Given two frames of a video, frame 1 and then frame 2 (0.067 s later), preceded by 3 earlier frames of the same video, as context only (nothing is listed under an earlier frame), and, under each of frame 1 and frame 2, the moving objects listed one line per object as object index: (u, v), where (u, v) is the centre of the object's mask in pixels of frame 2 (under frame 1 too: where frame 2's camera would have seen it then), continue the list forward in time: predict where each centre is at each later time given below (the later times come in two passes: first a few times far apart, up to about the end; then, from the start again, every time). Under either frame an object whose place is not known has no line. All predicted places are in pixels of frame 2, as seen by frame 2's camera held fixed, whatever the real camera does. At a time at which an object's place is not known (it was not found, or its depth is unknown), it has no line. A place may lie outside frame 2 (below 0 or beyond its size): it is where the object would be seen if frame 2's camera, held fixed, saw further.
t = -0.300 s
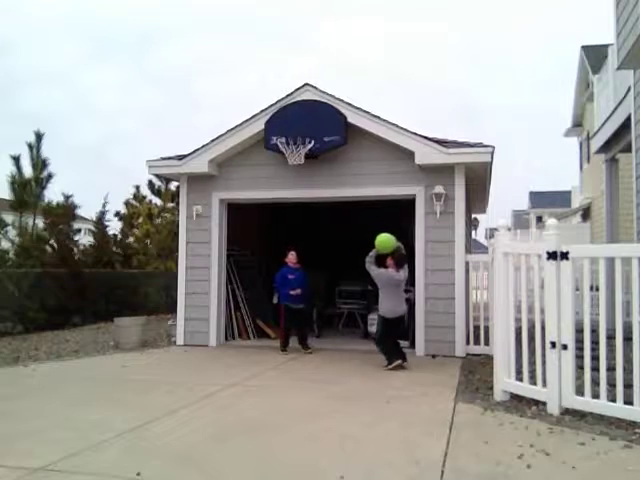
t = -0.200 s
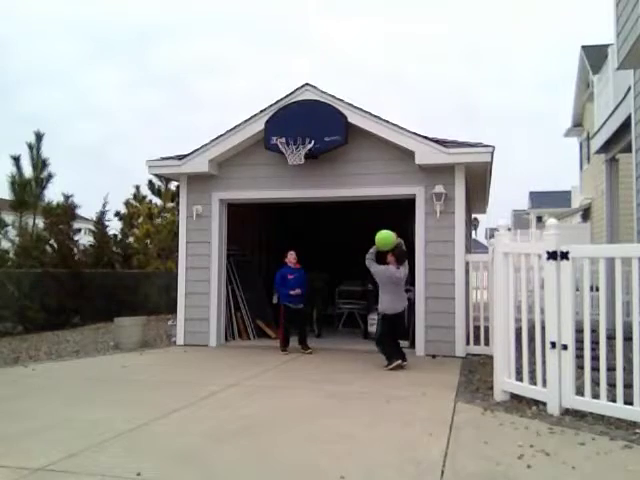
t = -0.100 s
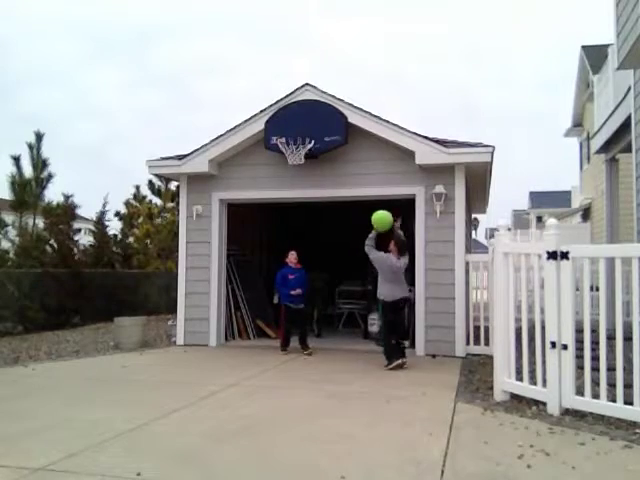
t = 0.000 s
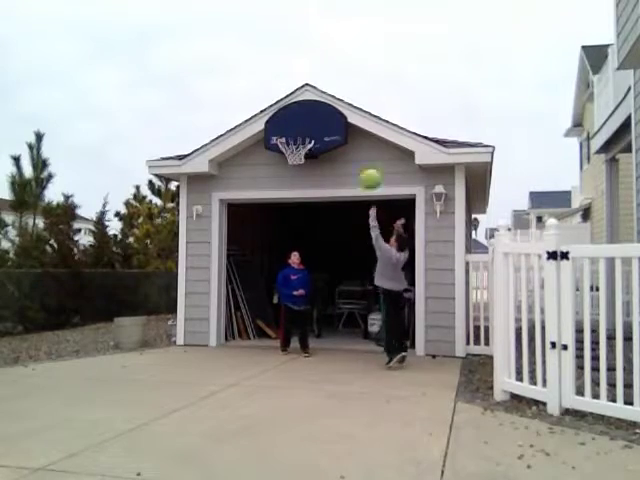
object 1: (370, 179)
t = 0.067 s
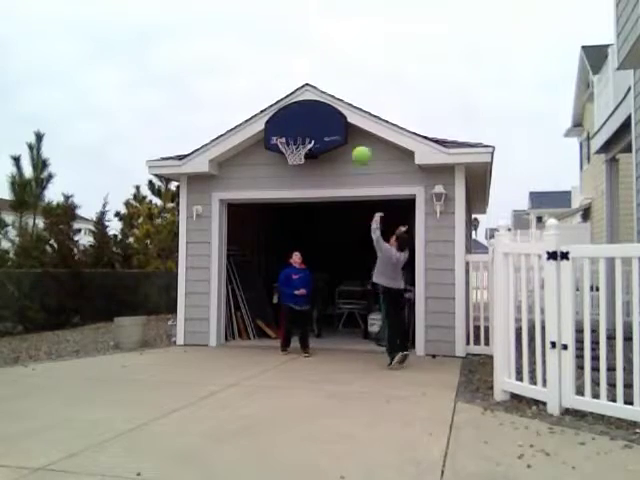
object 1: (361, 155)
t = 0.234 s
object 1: (341, 120)
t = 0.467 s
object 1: (316, 109)
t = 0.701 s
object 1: (292, 137)
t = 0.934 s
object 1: (298, 152)
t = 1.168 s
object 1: (303, 184)
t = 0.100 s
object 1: (357, 144)
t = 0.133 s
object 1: (353, 138)
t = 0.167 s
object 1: (349, 132)
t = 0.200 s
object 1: (345, 125)
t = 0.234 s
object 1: (341, 120)
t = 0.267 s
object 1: (337, 116)
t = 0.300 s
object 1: (333, 113)
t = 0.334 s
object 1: (329, 110)
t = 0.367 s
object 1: (326, 108)
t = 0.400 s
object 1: (323, 108)
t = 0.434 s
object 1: (320, 108)
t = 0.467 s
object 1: (316, 109)
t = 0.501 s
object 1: (312, 111)
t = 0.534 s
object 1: (308, 113)
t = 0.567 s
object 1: (305, 117)
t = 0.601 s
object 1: (301, 121)
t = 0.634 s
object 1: (298, 126)
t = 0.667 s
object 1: (295, 132)
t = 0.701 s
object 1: (292, 137)
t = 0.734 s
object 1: (292, 137)
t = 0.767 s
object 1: (292, 137)
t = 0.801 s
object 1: (293, 137)
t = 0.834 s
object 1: (294, 140)
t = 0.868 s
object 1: (296, 144)
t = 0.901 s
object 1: (296, 148)
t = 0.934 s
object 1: (298, 152)
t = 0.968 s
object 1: (300, 155)
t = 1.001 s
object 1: (301, 158)
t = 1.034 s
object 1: (301, 161)
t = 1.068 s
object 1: (301, 164)
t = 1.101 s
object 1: (302, 170)
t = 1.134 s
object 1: (302, 176)
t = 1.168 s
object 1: (303, 184)
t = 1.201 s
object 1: (303, 191)
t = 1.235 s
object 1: (303, 200)
